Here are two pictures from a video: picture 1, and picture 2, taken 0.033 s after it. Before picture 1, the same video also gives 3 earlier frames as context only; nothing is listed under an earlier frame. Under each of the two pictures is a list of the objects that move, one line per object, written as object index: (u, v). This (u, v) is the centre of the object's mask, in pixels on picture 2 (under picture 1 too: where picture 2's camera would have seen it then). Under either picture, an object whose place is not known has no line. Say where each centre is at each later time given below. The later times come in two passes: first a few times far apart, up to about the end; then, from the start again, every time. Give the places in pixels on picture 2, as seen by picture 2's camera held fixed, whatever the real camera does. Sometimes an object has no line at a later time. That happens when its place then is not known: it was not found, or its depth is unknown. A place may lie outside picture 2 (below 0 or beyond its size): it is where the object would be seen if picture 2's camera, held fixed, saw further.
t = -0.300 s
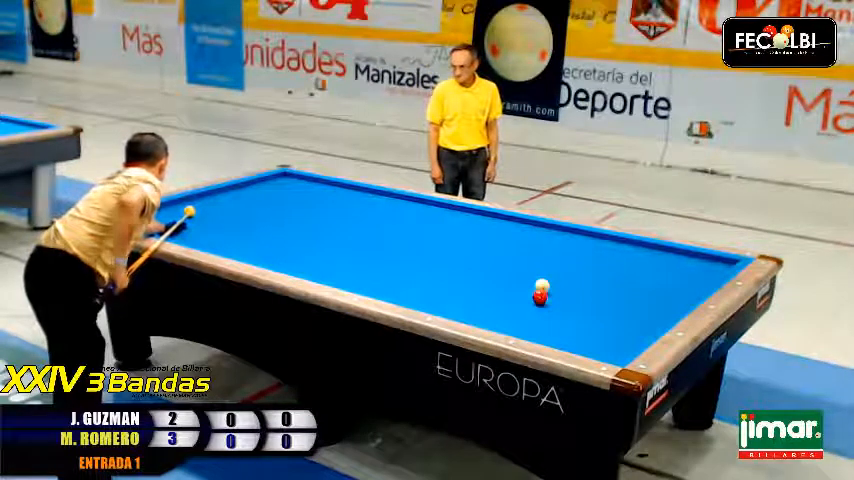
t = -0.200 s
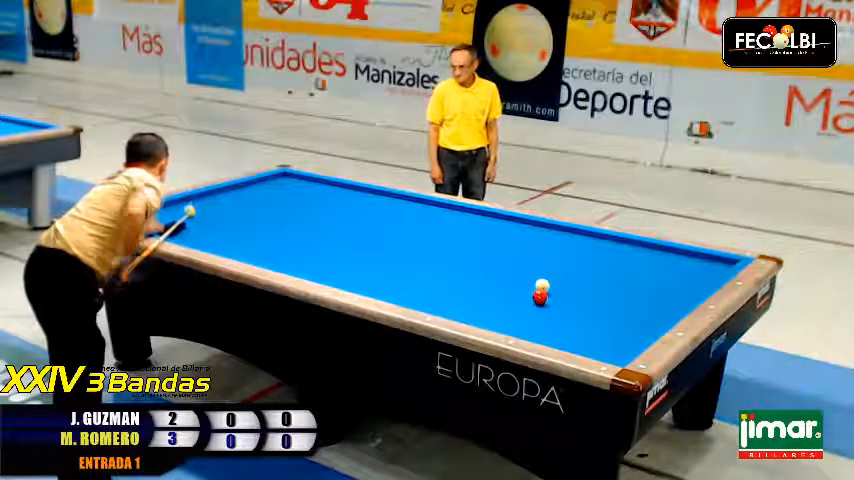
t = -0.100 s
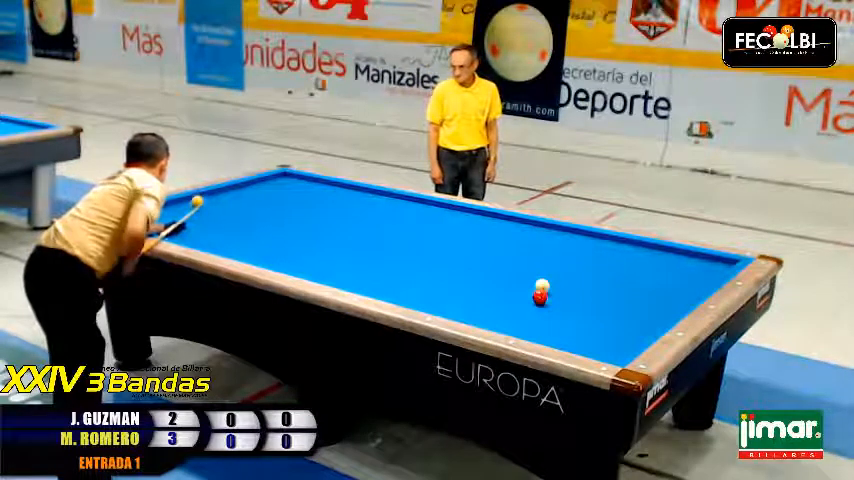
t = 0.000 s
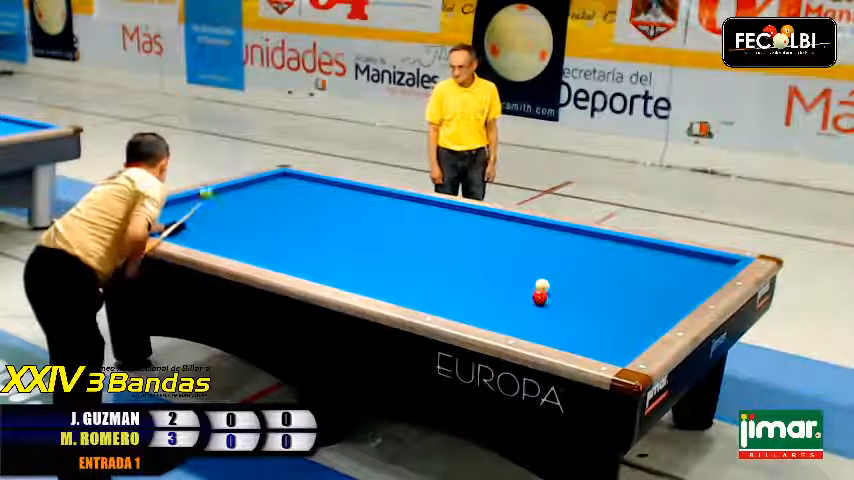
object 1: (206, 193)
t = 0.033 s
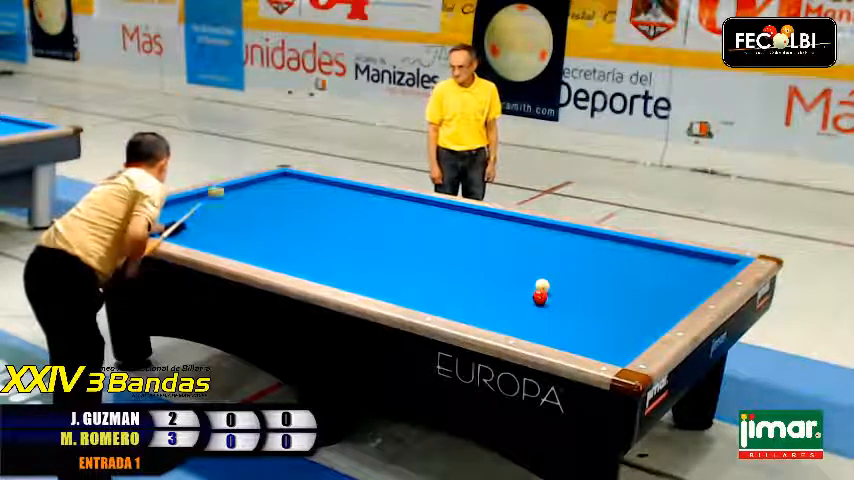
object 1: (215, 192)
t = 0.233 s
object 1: (272, 186)
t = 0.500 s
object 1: (321, 183)
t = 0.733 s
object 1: (321, 198)
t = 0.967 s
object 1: (325, 210)
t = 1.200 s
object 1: (330, 225)
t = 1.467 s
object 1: (336, 243)
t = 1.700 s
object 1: (342, 261)
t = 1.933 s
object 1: (350, 280)
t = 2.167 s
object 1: (380, 286)
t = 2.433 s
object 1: (422, 286)
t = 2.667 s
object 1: (457, 287)
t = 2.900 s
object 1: (493, 287)
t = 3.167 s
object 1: (527, 287)
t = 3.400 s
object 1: (534, 287)
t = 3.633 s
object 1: (543, 287)
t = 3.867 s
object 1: (550, 291)
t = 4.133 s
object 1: (557, 292)
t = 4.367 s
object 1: (564, 294)
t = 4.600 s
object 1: (568, 294)
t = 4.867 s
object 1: (573, 295)
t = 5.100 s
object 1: (576, 295)
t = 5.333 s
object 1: (580, 296)
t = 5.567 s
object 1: (583, 296)
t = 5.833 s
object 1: (585, 297)
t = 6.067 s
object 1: (586, 297)
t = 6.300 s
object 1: (587, 297)
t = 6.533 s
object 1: (587, 297)
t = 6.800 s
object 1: (587, 297)
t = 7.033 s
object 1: (587, 297)
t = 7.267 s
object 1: (587, 297)
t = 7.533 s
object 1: (587, 297)
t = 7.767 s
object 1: (587, 297)
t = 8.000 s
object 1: (587, 297)
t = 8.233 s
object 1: (587, 297)
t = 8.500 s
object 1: (587, 297)
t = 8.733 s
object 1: (587, 297)
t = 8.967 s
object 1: (587, 297)
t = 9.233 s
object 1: (587, 297)
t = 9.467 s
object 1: (587, 297)
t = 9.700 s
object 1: (587, 297)
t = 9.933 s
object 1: (588, 297)
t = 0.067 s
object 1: (227, 190)
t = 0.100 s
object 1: (236, 188)
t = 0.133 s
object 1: (246, 188)
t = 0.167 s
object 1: (254, 187)
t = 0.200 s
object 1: (263, 187)
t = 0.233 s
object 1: (272, 186)
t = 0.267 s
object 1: (280, 184)
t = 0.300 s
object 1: (288, 184)
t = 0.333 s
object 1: (296, 183)
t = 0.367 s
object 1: (304, 182)
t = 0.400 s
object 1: (313, 181)
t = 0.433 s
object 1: (321, 180)
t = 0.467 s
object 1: (322, 182)
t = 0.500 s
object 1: (321, 183)
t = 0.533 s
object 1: (320, 186)
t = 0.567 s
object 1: (319, 187)
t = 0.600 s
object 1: (319, 188)
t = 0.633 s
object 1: (319, 189)
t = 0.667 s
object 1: (321, 194)
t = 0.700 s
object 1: (321, 196)
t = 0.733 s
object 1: (321, 198)
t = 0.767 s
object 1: (322, 199)
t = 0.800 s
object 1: (322, 201)
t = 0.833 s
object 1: (323, 203)
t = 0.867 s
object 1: (324, 204)
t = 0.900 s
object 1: (324, 207)
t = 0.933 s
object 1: (325, 209)
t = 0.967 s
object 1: (325, 210)
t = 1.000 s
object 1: (326, 212)
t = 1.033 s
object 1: (327, 214)
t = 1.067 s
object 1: (327, 216)
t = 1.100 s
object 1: (328, 219)
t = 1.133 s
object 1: (329, 221)
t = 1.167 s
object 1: (330, 223)
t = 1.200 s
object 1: (330, 225)
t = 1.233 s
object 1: (331, 227)
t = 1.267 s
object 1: (332, 230)
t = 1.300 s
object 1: (333, 232)
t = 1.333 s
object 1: (333, 234)
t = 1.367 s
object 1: (334, 236)
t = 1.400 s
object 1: (335, 238)
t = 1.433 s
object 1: (335, 241)
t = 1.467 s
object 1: (336, 243)
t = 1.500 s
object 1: (337, 245)
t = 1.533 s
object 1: (339, 248)
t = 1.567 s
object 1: (339, 250)
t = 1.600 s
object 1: (340, 252)
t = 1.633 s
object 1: (340, 255)
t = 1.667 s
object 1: (341, 258)
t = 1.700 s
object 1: (342, 261)
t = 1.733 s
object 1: (343, 264)
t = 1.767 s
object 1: (344, 266)
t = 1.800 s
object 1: (345, 269)
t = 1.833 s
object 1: (346, 272)
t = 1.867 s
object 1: (347, 275)
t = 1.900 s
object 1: (349, 278)
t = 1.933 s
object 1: (350, 280)
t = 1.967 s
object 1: (350, 282)
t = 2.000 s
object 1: (352, 283)
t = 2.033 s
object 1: (357, 284)
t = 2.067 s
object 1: (363, 284)
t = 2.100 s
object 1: (369, 285)
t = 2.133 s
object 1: (375, 286)
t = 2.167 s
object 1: (380, 286)
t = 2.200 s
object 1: (384, 286)
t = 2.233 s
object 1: (391, 286)
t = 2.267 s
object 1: (396, 286)
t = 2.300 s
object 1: (401, 286)
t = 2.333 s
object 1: (407, 286)
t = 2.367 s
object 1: (411, 286)
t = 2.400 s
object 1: (417, 286)
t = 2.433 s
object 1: (422, 286)
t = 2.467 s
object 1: (427, 286)
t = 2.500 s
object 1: (432, 286)
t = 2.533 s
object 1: (437, 287)
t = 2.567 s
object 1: (440, 287)
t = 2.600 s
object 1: (447, 287)
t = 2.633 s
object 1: (453, 287)
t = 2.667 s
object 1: (457, 287)
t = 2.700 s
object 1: (462, 287)
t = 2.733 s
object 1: (467, 286)
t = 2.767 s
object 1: (473, 287)
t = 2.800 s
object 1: (478, 286)
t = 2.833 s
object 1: (483, 287)
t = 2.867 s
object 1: (488, 286)
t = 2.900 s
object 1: (493, 287)
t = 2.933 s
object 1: (497, 287)
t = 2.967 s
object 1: (503, 287)
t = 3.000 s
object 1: (506, 287)
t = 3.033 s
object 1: (512, 287)
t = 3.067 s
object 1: (517, 287)
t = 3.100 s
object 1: (521, 287)
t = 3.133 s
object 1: (526, 287)
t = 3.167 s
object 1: (527, 287)
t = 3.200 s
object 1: (528, 286)
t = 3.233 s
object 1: (529, 287)
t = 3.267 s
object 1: (530, 287)
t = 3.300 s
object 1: (531, 287)
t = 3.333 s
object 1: (532, 287)
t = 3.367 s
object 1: (532, 286)
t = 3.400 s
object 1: (534, 287)
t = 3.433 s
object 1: (535, 286)
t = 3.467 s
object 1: (538, 286)
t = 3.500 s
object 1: (538, 286)
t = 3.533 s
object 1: (539, 286)
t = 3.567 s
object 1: (539, 286)
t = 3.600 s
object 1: (542, 287)
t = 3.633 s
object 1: (543, 287)
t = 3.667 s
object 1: (548, 290)
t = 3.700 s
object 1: (548, 290)
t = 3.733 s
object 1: (548, 290)
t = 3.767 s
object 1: (550, 290)
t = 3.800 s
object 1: (550, 290)
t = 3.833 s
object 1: (550, 290)
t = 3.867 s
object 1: (550, 291)
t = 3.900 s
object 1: (550, 291)
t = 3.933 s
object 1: (551, 291)
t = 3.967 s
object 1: (552, 291)
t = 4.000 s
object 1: (553, 291)
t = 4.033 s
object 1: (554, 291)
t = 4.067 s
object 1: (556, 292)
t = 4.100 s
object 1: (557, 292)
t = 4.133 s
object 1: (557, 292)
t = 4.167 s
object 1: (559, 292)
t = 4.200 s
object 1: (559, 293)
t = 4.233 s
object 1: (559, 293)
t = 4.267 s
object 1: (560, 293)
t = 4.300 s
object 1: (561, 293)
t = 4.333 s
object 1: (562, 293)
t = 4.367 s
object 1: (564, 294)
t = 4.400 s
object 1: (564, 293)
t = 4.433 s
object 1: (564, 293)
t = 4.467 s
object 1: (565, 293)
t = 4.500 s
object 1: (566, 293)
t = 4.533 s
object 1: (566, 293)
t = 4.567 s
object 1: (568, 294)
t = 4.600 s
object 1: (568, 294)
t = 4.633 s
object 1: (568, 294)
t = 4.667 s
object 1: (570, 294)
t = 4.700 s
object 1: (570, 294)
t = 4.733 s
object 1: (571, 294)
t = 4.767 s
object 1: (572, 295)
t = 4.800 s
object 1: (572, 295)
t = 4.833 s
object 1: (573, 295)
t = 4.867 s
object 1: (573, 295)
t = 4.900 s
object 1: (573, 295)
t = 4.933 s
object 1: (574, 295)
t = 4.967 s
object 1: (574, 295)
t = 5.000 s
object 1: (575, 295)
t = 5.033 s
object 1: (575, 295)
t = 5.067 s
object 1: (576, 295)
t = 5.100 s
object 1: (576, 295)
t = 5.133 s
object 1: (577, 295)
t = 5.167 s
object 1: (578, 296)
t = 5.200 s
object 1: (578, 296)
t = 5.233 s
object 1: (578, 296)
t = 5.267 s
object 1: (578, 296)
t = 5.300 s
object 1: (580, 296)
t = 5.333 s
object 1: (580, 296)
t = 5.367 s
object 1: (580, 296)
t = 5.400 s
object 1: (581, 296)
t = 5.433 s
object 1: (581, 296)
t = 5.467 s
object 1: (582, 296)
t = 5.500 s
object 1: (582, 296)
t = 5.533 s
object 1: (583, 297)
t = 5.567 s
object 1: (583, 296)
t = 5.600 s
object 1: (584, 297)
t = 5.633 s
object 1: (584, 297)
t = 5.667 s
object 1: (584, 297)
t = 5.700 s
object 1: (584, 297)
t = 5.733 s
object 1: (584, 297)
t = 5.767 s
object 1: (584, 297)
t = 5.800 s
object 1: (585, 297)
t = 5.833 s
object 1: (585, 297)
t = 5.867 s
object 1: (585, 297)
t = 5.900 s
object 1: (585, 297)
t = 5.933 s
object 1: (585, 297)
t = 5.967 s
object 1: (586, 297)
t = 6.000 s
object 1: (586, 297)
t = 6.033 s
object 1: (586, 297)
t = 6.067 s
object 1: (586, 297)
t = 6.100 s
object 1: (587, 297)
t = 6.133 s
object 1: (586, 297)
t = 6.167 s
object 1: (586, 297)
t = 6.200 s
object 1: (587, 297)
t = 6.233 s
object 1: (587, 297)
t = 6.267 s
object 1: (587, 297)
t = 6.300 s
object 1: (587, 297)
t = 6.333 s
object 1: (587, 297)
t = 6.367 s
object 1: (587, 297)
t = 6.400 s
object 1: (587, 297)
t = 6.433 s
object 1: (587, 297)
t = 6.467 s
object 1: (587, 297)
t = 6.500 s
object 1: (587, 297)
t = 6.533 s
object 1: (587, 297)
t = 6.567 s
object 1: (587, 297)
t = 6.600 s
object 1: (587, 297)
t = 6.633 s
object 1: (587, 297)
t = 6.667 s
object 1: (587, 297)
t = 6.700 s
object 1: (587, 297)
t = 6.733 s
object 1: (587, 297)
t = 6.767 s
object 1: (587, 297)
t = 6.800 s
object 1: (587, 297)
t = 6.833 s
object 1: (587, 297)
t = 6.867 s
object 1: (587, 297)
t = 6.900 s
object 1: (587, 297)
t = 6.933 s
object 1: (587, 297)
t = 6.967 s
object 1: (587, 297)
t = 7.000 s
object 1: (587, 297)
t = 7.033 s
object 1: (587, 297)
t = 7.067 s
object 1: (587, 297)
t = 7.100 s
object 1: (587, 297)
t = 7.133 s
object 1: (587, 297)
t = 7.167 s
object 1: (587, 297)
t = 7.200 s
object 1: (587, 297)
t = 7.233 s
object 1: (587, 297)
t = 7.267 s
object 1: (587, 297)
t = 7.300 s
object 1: (587, 297)
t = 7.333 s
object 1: (587, 297)
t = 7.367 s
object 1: (587, 297)
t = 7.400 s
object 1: (587, 297)
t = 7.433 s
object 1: (587, 297)
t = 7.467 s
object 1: (587, 297)
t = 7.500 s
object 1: (587, 297)
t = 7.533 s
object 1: (587, 297)
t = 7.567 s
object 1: (587, 297)
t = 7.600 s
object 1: (587, 297)
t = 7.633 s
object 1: (587, 297)
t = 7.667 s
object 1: (587, 297)
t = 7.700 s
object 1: (587, 297)
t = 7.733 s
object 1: (587, 297)
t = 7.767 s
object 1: (587, 297)
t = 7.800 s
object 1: (587, 297)
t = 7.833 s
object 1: (587, 297)
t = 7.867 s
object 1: (587, 297)
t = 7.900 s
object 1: (587, 297)
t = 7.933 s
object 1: (587, 297)
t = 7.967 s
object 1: (587, 297)
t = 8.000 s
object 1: (587, 297)
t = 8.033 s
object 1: (587, 297)
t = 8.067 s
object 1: (587, 297)
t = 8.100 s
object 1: (587, 297)
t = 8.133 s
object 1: (587, 297)
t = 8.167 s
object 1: (587, 297)
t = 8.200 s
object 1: (587, 297)
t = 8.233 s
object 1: (587, 297)
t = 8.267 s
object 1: (587, 297)
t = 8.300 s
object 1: (587, 297)
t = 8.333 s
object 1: (587, 297)
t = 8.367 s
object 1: (587, 297)
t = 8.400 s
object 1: (587, 297)
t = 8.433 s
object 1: (587, 297)
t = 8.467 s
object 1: (587, 297)
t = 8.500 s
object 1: (587, 297)
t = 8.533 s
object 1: (587, 297)
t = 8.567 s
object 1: (587, 297)
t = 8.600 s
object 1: (587, 297)
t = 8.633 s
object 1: (587, 297)
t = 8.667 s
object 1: (587, 297)
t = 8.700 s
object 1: (587, 297)
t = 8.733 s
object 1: (587, 297)
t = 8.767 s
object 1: (587, 297)
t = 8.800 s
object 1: (587, 297)
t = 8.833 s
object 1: (587, 297)
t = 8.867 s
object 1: (587, 297)
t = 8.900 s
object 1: (587, 297)
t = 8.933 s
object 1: (587, 297)
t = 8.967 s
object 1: (587, 297)
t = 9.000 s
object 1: (587, 297)
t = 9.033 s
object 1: (587, 297)
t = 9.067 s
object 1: (587, 297)
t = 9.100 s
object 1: (587, 297)
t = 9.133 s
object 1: (587, 297)
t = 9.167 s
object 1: (587, 297)
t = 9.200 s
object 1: (587, 297)
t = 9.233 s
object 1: (587, 297)
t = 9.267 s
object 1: (587, 297)
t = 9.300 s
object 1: (587, 297)
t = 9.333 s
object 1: (587, 297)
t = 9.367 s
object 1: (587, 297)
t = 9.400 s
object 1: (587, 297)
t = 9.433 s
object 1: (587, 297)
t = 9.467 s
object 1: (587, 297)
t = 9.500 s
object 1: (587, 297)
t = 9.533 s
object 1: (587, 297)
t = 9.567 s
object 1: (587, 297)
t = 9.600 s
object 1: (587, 297)
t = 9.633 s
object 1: (587, 297)
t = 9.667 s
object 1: (587, 297)
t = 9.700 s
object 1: (587, 297)
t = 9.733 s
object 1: (587, 297)
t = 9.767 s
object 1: (587, 297)
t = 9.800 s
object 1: (588, 297)
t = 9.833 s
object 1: (588, 297)
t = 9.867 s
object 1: (587, 297)
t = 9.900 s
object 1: (588, 297)
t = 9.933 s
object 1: (588, 297)
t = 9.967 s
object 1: (588, 297)
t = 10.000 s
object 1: (588, 297)
